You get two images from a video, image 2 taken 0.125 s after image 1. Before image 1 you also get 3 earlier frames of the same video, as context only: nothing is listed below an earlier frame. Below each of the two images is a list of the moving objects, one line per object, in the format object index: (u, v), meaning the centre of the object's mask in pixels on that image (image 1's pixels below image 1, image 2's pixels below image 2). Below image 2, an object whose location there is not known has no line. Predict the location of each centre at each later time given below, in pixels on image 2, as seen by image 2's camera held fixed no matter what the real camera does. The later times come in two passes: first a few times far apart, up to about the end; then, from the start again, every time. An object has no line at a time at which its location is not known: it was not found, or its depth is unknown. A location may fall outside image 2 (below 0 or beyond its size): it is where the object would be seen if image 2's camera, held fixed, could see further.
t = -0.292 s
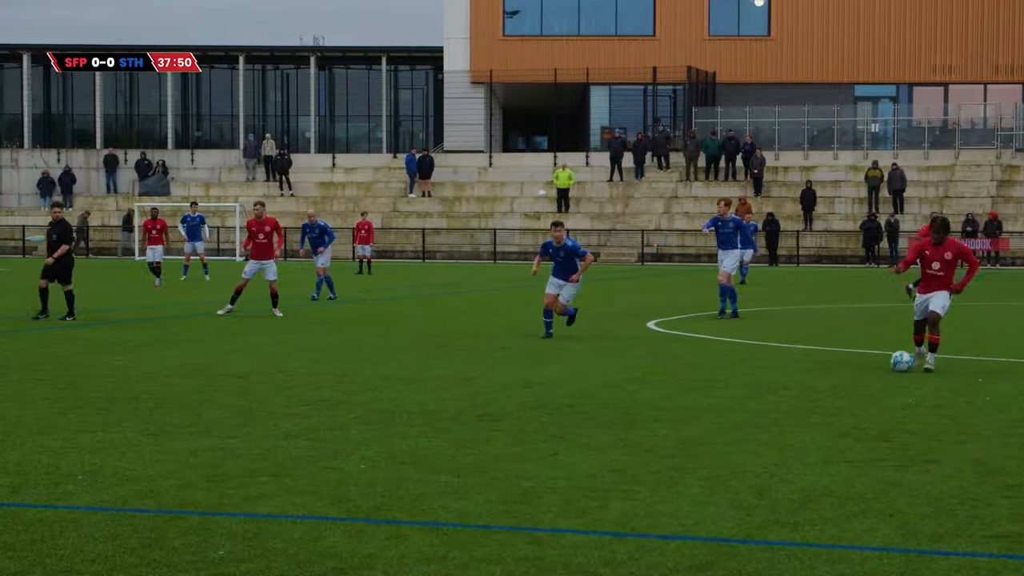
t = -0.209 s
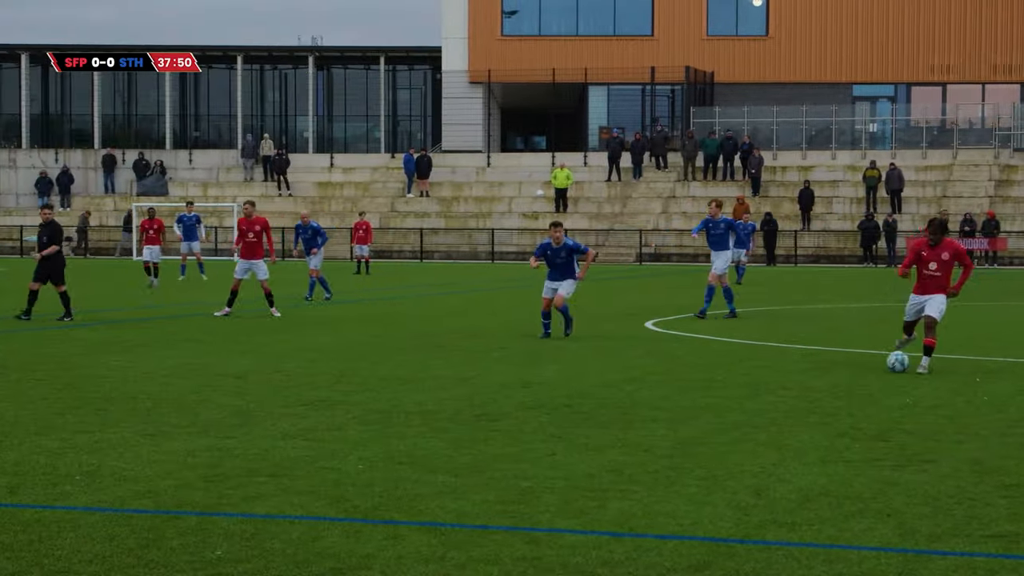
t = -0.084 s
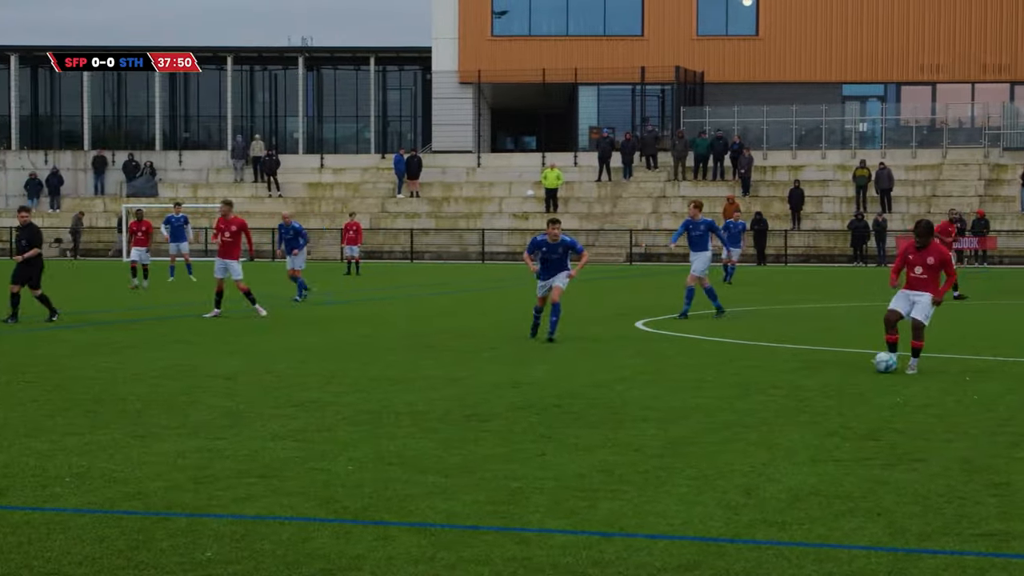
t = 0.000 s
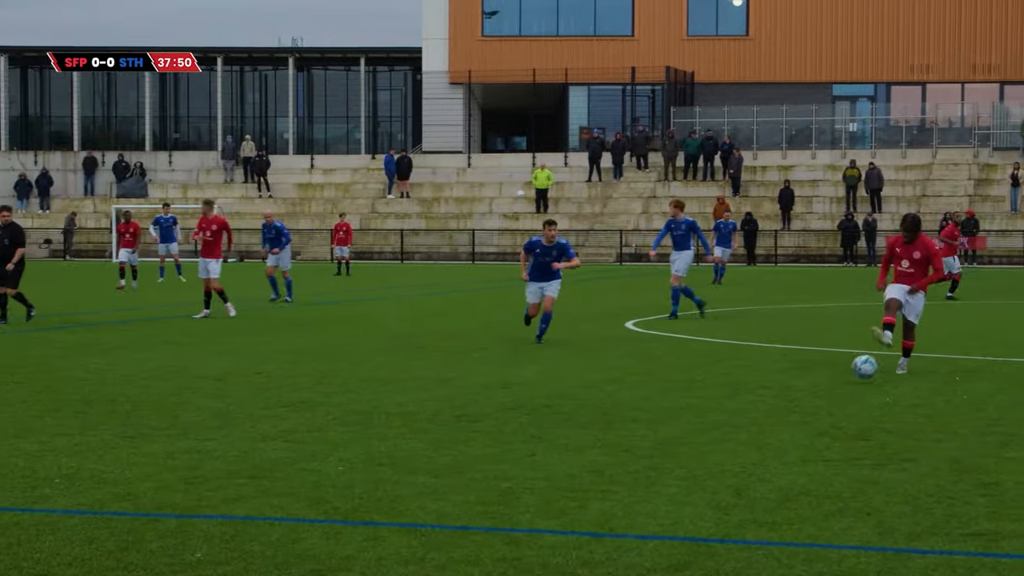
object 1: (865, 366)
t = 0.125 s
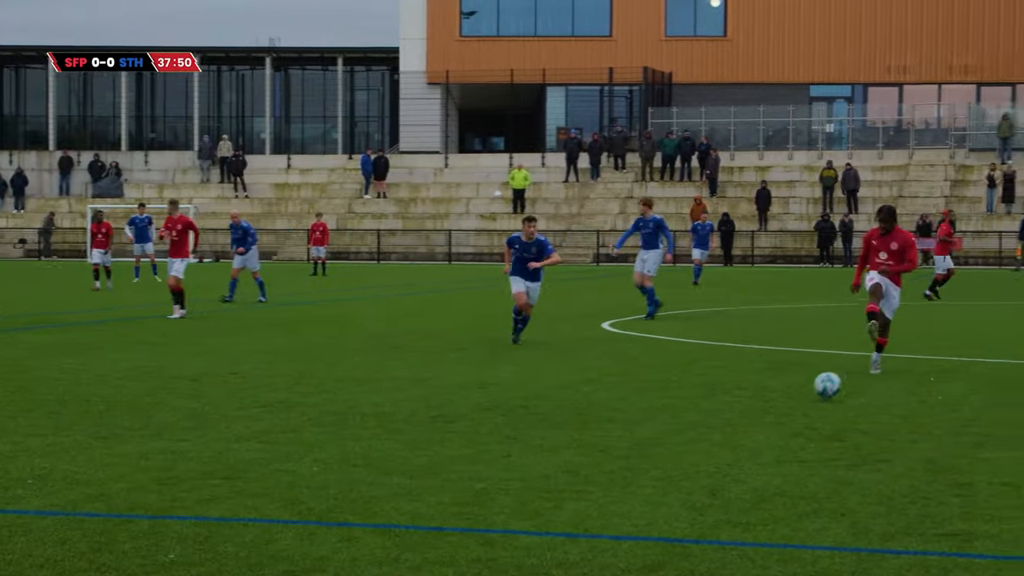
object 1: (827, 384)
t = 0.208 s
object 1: (816, 395)
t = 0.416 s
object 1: (800, 428)
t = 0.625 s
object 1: (785, 472)
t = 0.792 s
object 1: (776, 520)
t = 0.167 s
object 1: (821, 394)
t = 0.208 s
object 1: (816, 395)
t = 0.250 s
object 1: (812, 399)
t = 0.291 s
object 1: (808, 406)
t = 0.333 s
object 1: (806, 415)
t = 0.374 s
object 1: (803, 426)
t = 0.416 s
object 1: (800, 428)
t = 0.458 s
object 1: (796, 435)
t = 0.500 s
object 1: (793, 444)
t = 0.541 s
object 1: (790, 457)
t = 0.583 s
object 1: (788, 468)
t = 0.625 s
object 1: (785, 472)
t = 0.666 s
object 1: (782, 478)
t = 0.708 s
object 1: (779, 488)
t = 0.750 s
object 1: (777, 504)
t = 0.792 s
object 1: (776, 520)
